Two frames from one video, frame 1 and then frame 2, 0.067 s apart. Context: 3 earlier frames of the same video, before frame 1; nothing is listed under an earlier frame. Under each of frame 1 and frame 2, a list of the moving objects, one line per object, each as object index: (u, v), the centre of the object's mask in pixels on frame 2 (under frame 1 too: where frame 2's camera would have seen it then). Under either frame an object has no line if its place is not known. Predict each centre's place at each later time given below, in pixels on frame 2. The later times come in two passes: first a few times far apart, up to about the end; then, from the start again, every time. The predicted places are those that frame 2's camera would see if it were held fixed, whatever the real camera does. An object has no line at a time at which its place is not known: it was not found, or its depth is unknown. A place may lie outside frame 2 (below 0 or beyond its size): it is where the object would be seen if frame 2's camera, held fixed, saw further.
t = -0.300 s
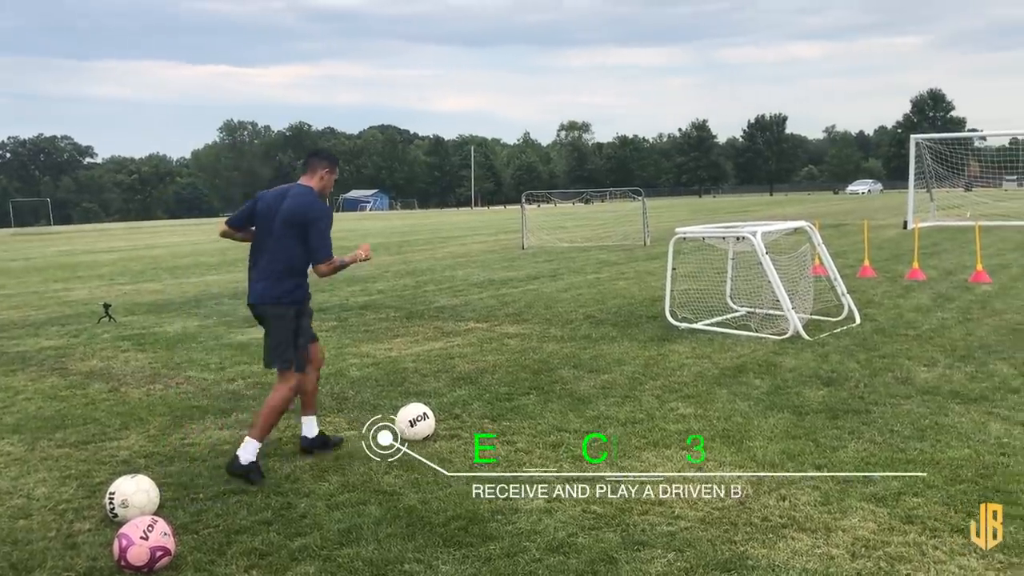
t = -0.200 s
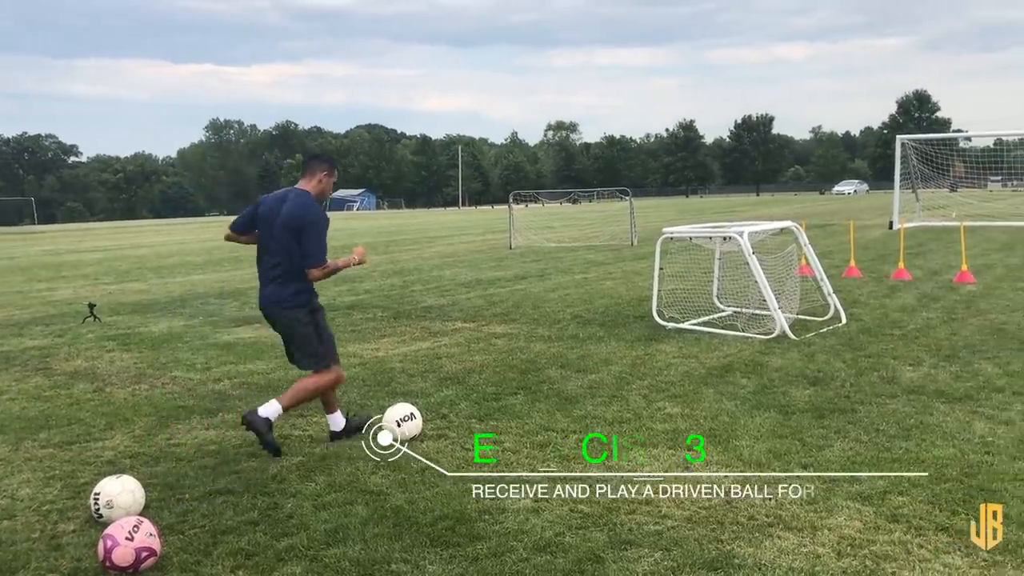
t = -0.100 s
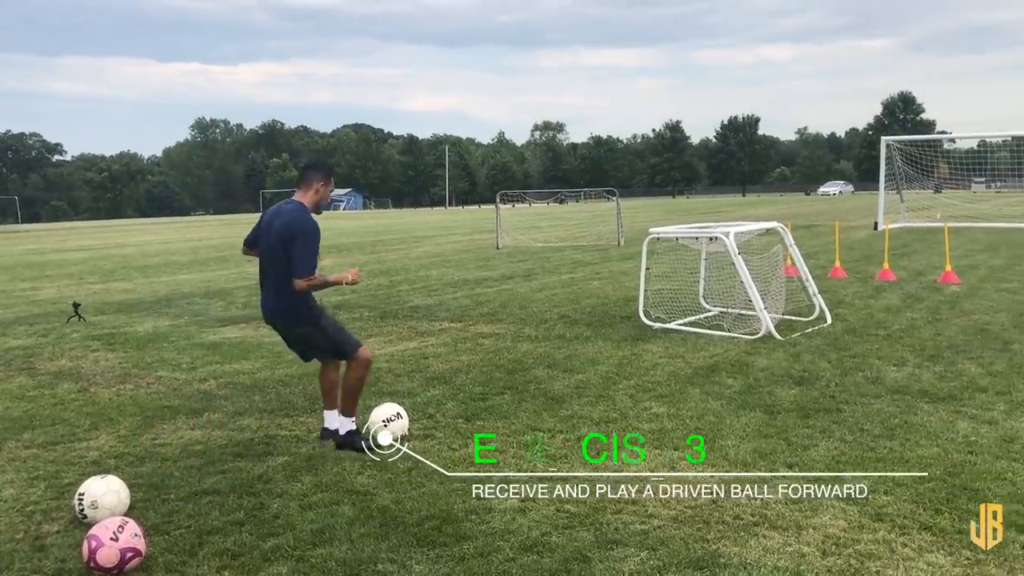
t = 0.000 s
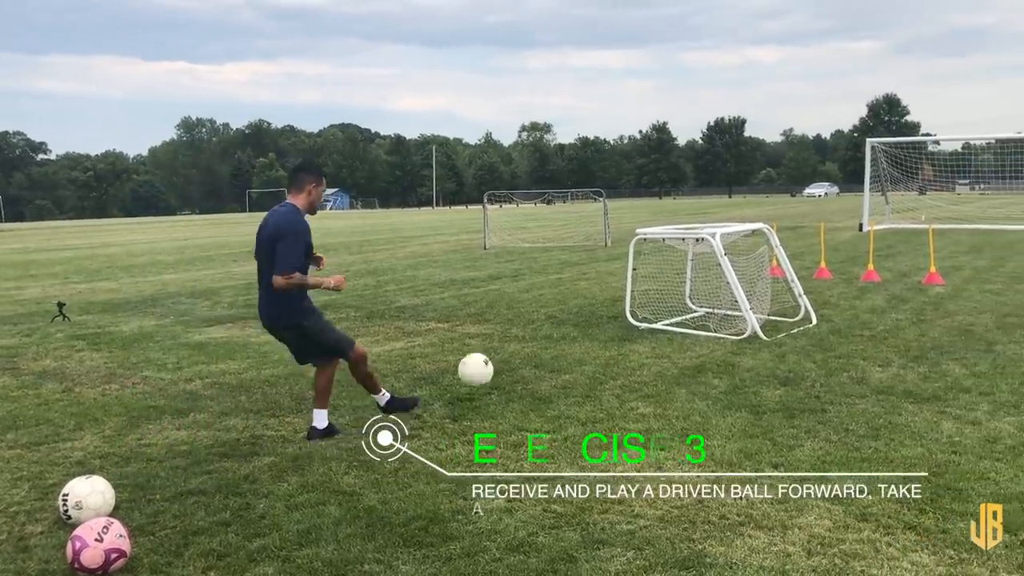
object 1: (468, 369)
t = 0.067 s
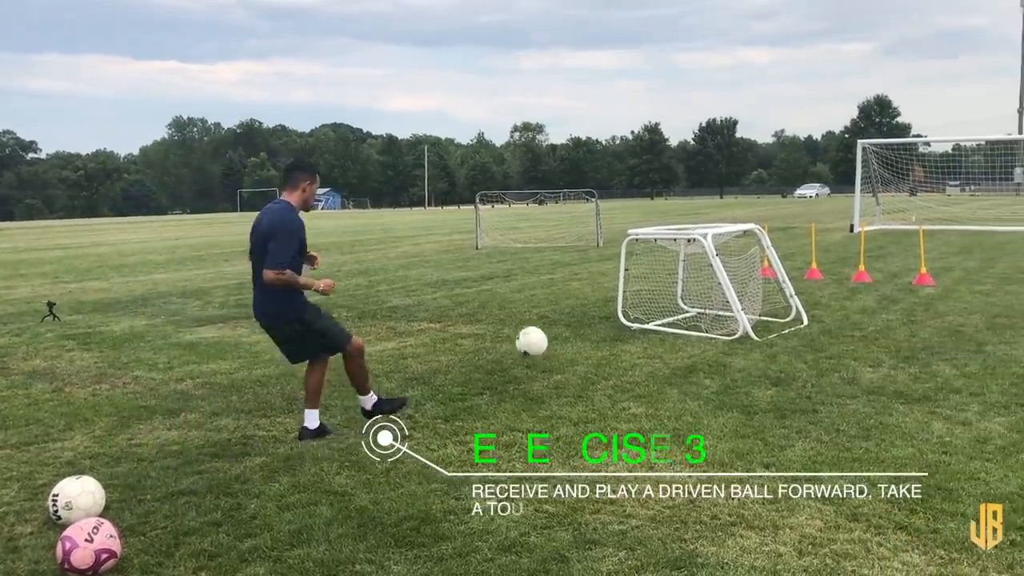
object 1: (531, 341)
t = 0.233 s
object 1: (644, 310)
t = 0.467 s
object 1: (612, 286)
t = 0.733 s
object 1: (478, 330)
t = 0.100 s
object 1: (558, 331)
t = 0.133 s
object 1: (583, 323)
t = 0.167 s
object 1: (606, 317)
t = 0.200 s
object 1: (626, 314)
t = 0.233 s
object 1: (644, 310)
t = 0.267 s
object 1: (662, 309)
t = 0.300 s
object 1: (670, 308)
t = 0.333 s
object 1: (660, 301)
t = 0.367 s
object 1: (649, 295)
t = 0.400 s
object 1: (637, 291)
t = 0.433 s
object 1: (625, 289)
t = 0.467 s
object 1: (612, 286)
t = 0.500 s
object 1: (599, 285)
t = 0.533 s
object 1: (584, 286)
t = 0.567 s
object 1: (569, 289)
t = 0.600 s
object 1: (553, 293)
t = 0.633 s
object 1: (536, 299)
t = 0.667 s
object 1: (518, 307)
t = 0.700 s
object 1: (499, 318)
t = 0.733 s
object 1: (478, 330)
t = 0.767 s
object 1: (456, 346)
